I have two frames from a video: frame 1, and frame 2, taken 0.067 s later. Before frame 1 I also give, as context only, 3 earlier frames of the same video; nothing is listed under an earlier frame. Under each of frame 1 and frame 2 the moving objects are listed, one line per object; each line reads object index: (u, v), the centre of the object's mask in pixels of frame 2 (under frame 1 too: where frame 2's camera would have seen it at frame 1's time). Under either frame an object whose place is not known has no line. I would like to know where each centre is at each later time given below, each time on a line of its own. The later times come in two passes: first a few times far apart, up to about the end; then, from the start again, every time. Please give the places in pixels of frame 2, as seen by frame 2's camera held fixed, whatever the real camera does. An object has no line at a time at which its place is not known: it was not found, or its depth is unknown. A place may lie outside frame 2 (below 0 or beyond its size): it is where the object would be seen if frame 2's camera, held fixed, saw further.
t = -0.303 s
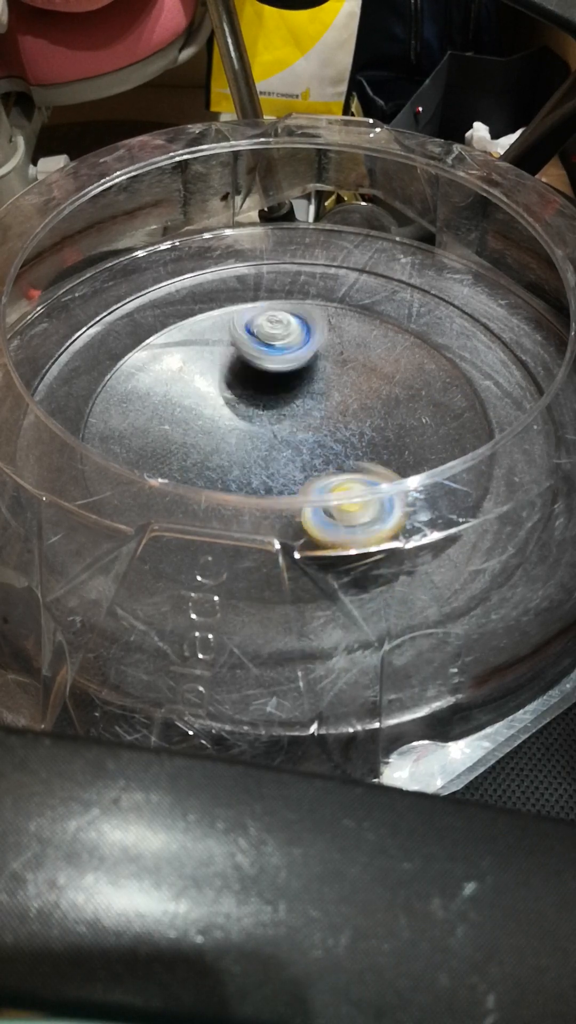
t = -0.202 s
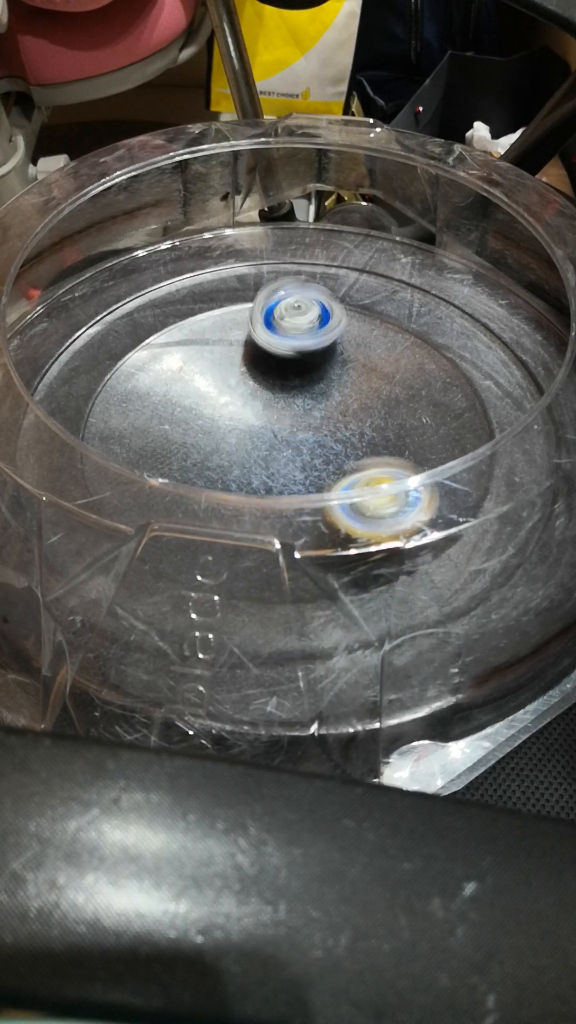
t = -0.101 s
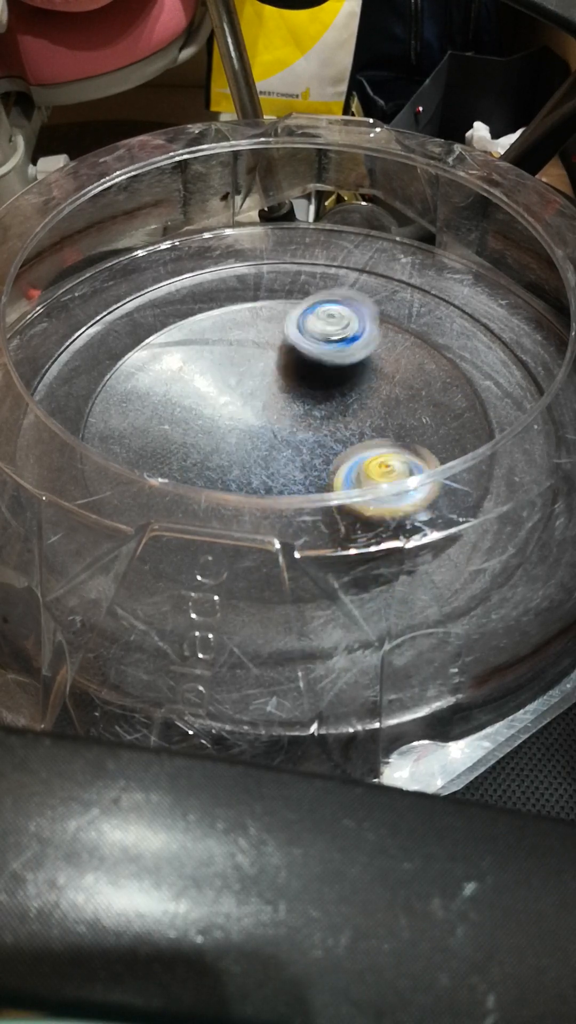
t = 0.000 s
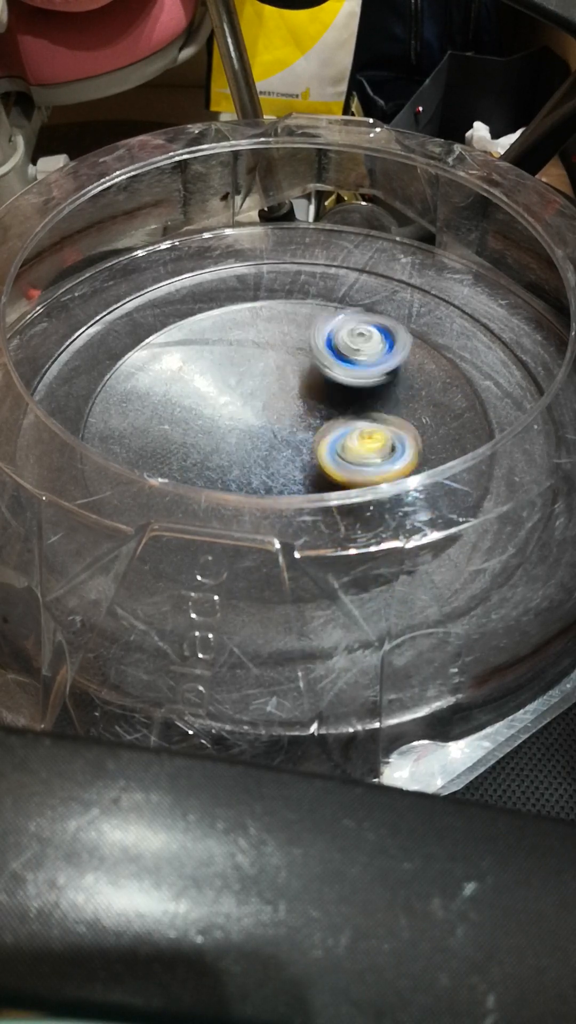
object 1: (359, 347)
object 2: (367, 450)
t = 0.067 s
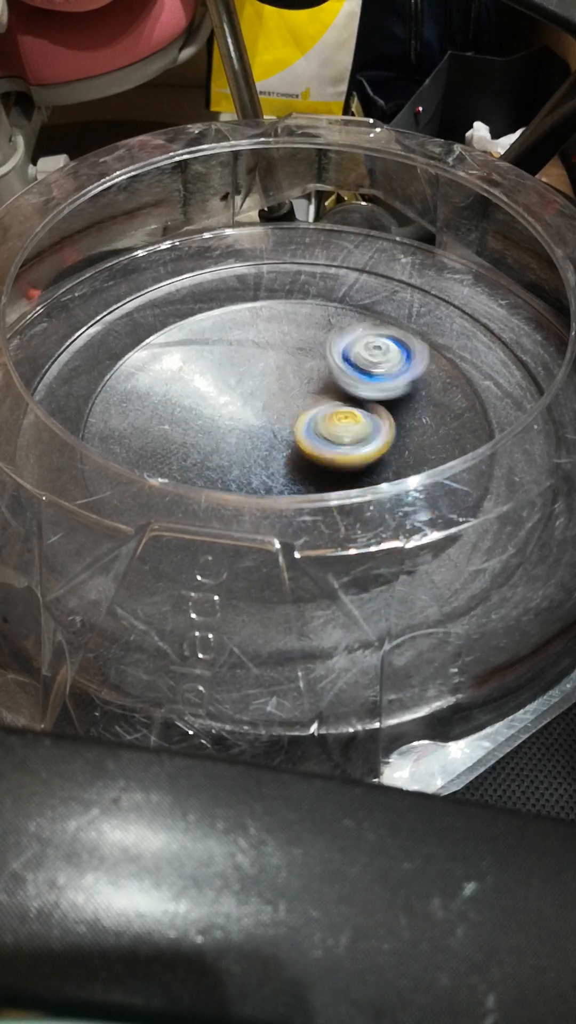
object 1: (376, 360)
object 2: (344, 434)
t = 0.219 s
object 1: (421, 374)
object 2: (230, 432)
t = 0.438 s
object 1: (432, 427)
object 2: (192, 435)
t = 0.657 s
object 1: (373, 474)
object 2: (255, 452)
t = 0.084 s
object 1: (381, 360)
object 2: (332, 432)
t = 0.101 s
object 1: (391, 357)
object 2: (318, 433)
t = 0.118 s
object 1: (401, 357)
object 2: (301, 433)
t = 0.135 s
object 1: (404, 360)
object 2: (289, 432)
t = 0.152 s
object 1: (405, 362)
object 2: (276, 430)
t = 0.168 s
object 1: (409, 364)
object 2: (263, 431)
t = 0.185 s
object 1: (415, 366)
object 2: (253, 432)
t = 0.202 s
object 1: (421, 370)
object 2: (242, 430)
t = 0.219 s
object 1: (421, 374)
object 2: (230, 432)
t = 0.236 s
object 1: (422, 376)
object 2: (221, 432)
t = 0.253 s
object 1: (428, 379)
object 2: (216, 430)
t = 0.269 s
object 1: (433, 383)
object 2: (210, 432)
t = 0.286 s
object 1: (434, 389)
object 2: (205, 434)
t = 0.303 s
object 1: (433, 393)
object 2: (200, 435)
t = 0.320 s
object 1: (434, 395)
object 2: (195, 434)
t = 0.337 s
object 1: (439, 399)
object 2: (191, 433)
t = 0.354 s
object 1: (440, 405)
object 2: (190, 435)
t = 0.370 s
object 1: (437, 411)
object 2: (189, 436)
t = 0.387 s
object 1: (435, 413)
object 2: (190, 436)
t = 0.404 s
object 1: (436, 416)
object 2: (190, 436)
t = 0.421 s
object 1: (437, 421)
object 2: (190, 435)
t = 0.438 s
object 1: (432, 427)
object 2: (192, 435)
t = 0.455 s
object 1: (427, 429)
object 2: (195, 435)
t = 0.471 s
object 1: (424, 431)
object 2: (199, 436)
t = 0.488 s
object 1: (423, 434)
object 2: (205, 437)
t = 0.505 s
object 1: (420, 439)
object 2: (210, 438)
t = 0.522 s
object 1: (411, 442)
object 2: (215, 439)
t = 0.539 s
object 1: (407, 443)
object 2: (222, 441)
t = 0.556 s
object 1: (409, 451)
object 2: (227, 442)
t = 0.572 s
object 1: (405, 459)
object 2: (234, 444)
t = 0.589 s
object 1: (397, 464)
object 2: (239, 446)
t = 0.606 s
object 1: (389, 465)
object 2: (244, 450)
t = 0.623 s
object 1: (386, 467)
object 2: (249, 452)
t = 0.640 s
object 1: (382, 471)
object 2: (252, 454)
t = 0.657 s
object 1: (373, 474)
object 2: (255, 452)
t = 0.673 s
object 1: (363, 476)
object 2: (256, 452)
